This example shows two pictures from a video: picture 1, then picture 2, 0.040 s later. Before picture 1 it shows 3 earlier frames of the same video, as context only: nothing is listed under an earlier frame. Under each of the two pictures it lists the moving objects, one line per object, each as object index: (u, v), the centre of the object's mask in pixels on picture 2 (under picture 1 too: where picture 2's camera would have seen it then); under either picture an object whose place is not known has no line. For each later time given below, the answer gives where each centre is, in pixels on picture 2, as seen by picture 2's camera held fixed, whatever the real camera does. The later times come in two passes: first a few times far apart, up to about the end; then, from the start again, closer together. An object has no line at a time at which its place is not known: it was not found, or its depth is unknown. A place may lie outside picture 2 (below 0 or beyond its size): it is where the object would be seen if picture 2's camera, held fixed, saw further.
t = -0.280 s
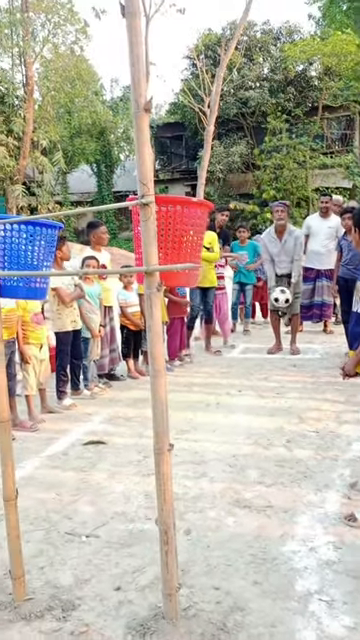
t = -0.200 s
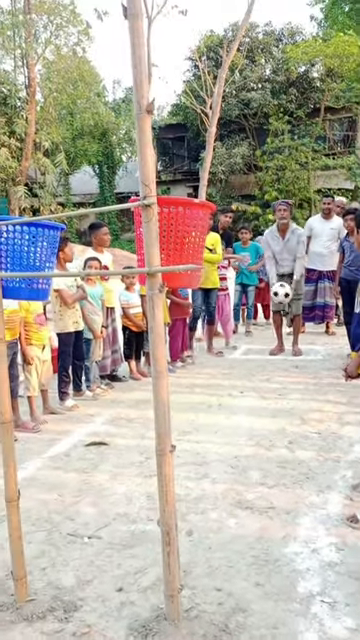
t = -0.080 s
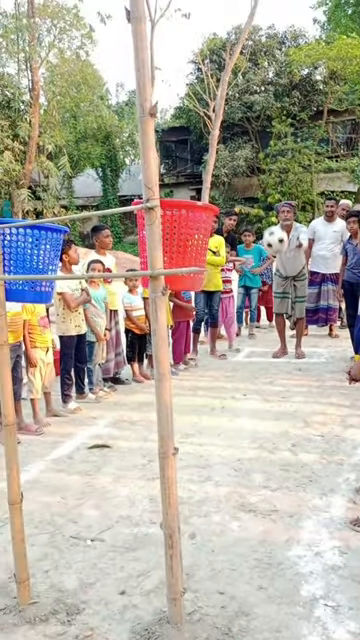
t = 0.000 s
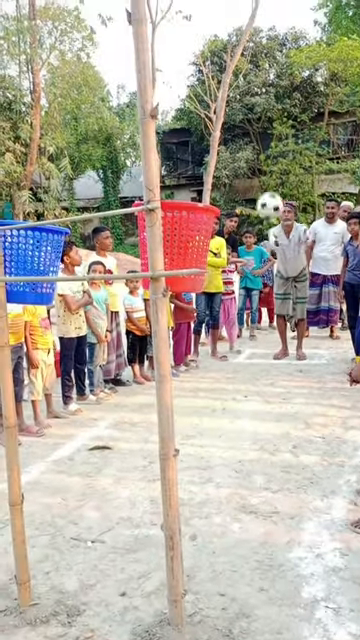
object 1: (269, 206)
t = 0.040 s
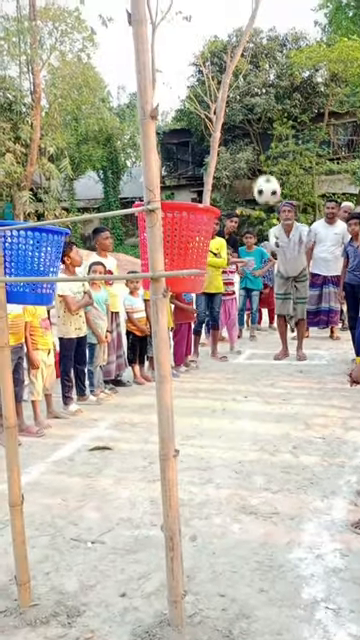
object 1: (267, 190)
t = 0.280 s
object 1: (238, 85)
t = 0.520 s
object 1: (194, 31)
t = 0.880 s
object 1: (42, 258)
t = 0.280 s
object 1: (238, 85)
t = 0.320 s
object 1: (227, 61)
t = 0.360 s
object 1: (220, 53)
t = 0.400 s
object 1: (216, 47)
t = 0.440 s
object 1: (209, 39)
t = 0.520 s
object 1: (194, 31)
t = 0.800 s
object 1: (80, 162)
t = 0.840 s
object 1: (63, 203)
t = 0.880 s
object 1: (42, 258)
